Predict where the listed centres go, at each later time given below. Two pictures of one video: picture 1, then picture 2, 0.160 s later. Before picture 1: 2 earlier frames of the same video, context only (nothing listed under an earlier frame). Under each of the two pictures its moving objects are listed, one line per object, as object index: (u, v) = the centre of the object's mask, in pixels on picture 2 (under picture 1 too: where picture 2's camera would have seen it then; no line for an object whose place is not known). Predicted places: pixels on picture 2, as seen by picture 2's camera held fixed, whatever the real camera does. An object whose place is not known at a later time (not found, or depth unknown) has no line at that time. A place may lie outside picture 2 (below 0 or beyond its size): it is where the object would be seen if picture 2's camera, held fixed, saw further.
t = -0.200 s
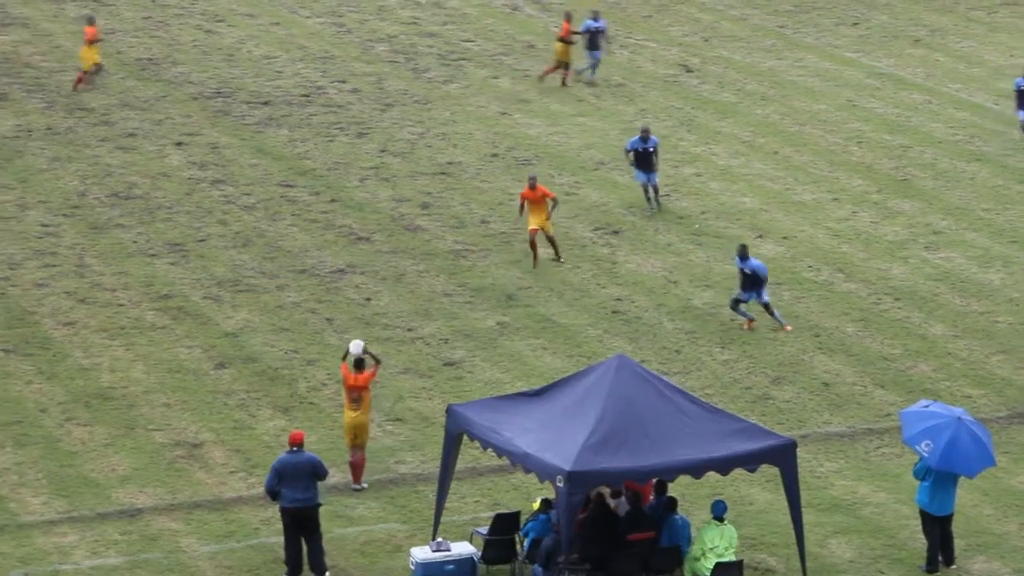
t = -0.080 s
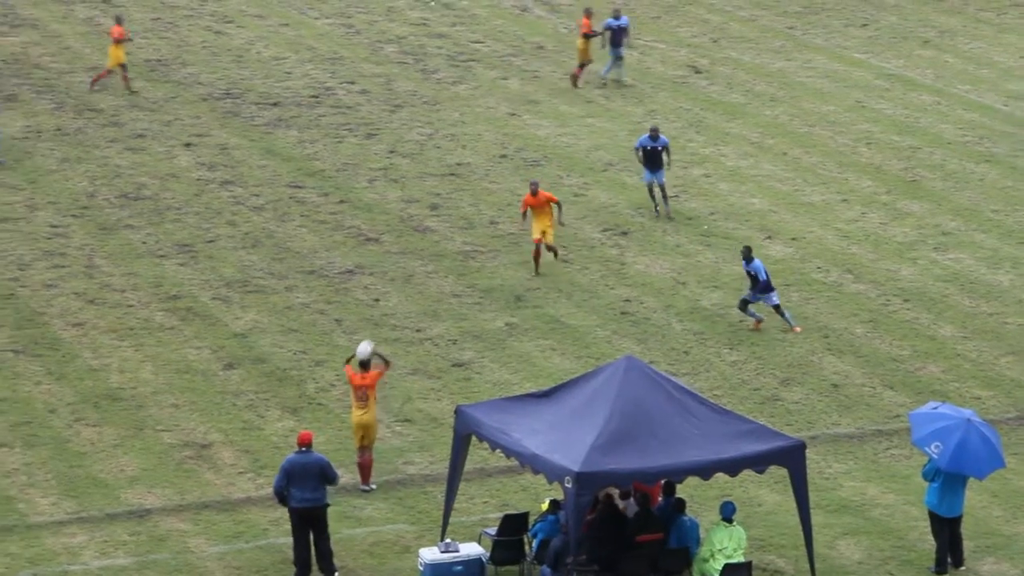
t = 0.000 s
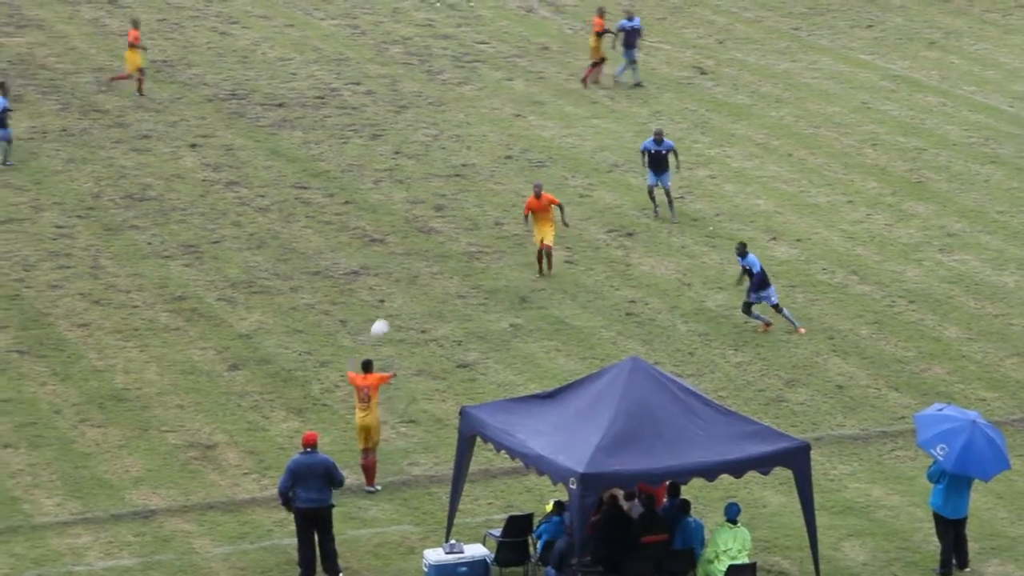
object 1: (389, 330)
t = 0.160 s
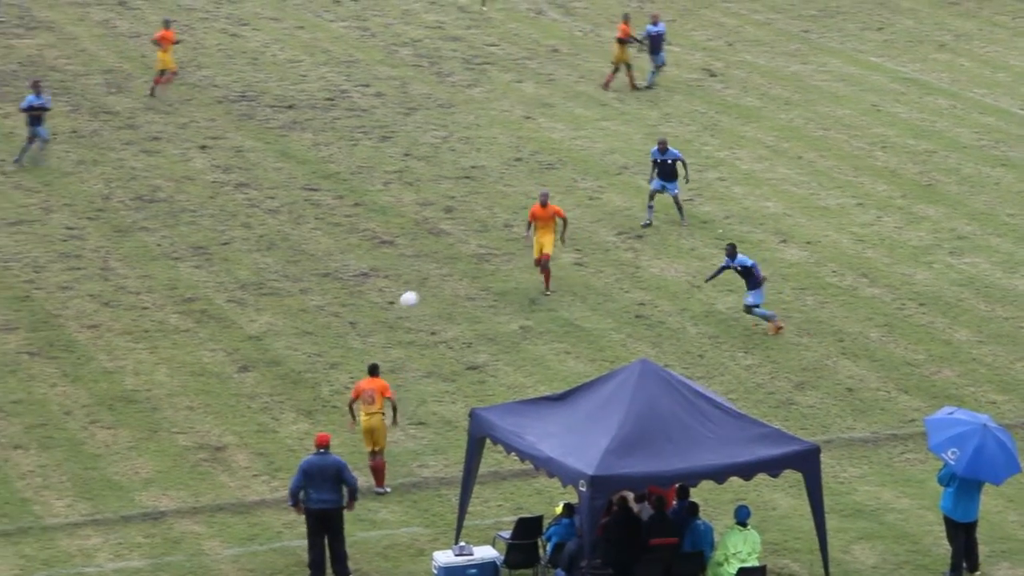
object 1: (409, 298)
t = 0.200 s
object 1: (414, 293)
